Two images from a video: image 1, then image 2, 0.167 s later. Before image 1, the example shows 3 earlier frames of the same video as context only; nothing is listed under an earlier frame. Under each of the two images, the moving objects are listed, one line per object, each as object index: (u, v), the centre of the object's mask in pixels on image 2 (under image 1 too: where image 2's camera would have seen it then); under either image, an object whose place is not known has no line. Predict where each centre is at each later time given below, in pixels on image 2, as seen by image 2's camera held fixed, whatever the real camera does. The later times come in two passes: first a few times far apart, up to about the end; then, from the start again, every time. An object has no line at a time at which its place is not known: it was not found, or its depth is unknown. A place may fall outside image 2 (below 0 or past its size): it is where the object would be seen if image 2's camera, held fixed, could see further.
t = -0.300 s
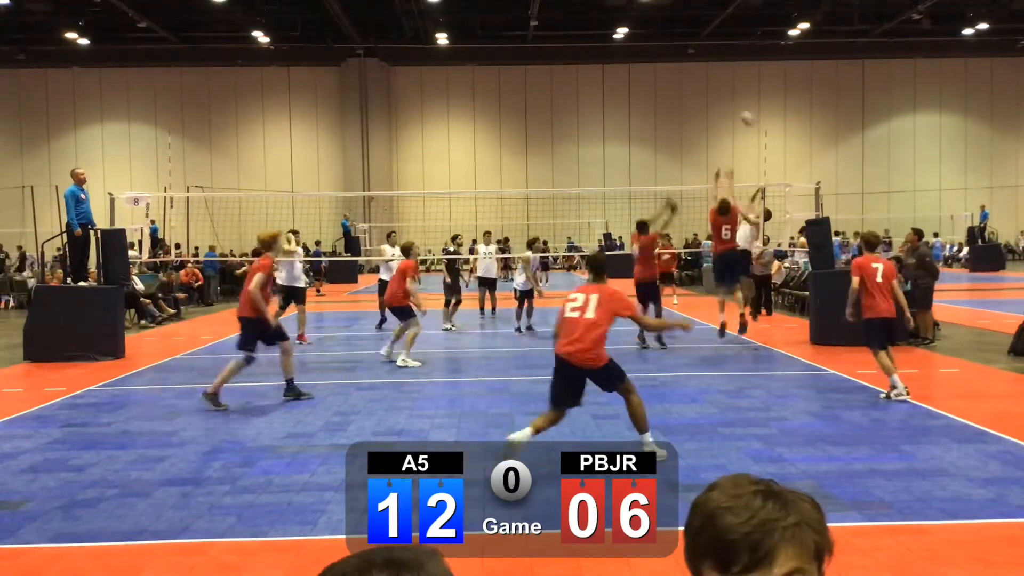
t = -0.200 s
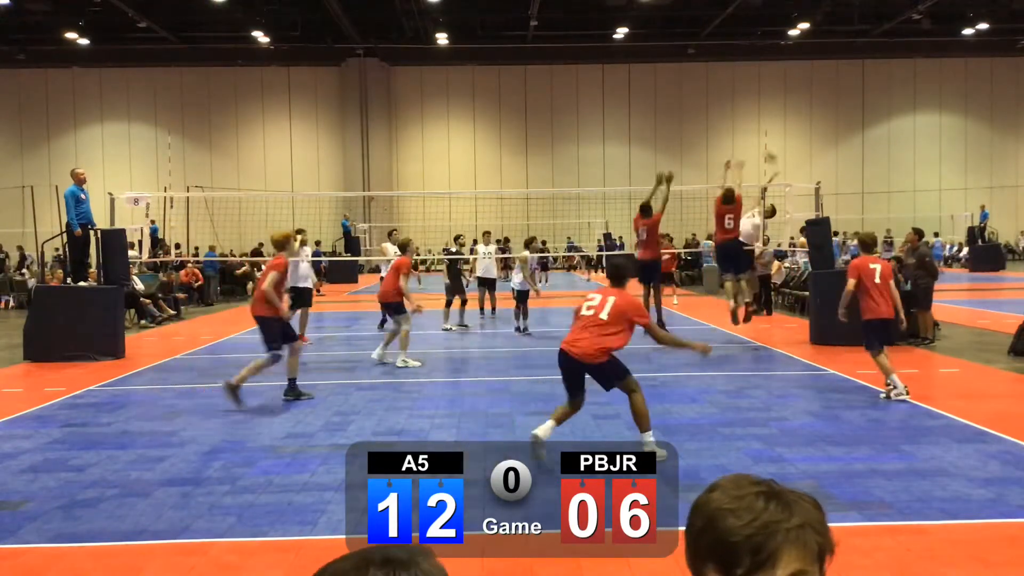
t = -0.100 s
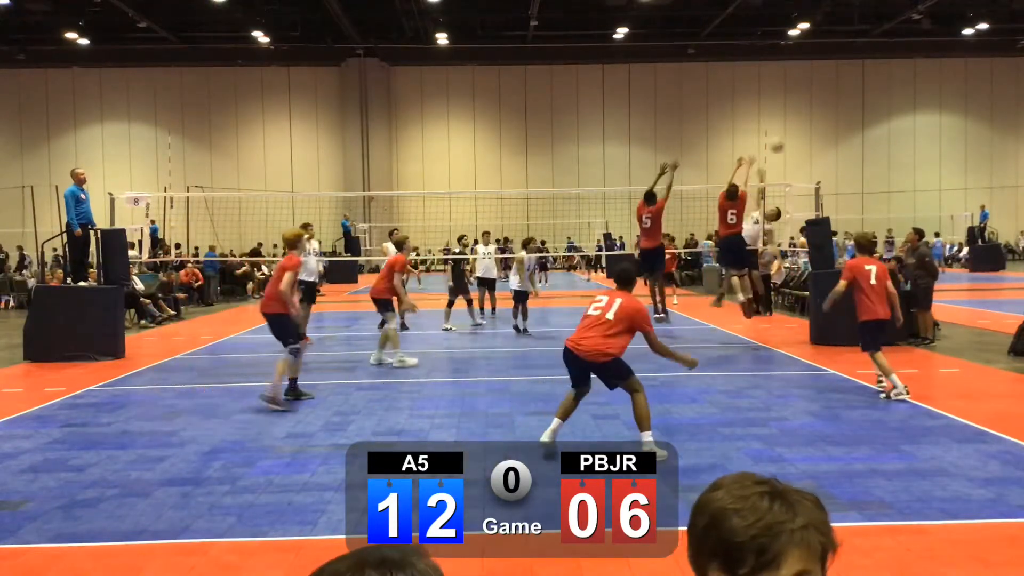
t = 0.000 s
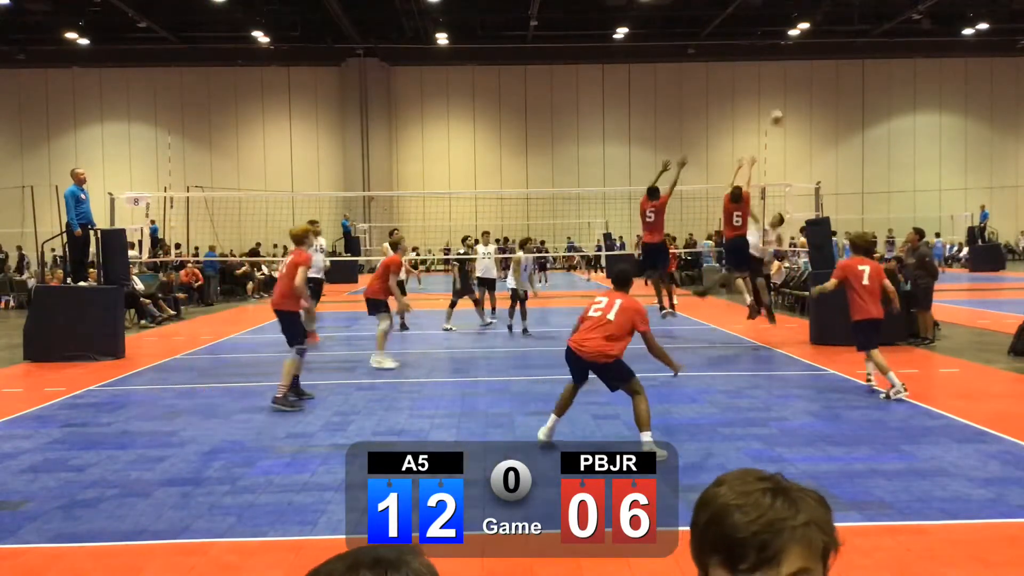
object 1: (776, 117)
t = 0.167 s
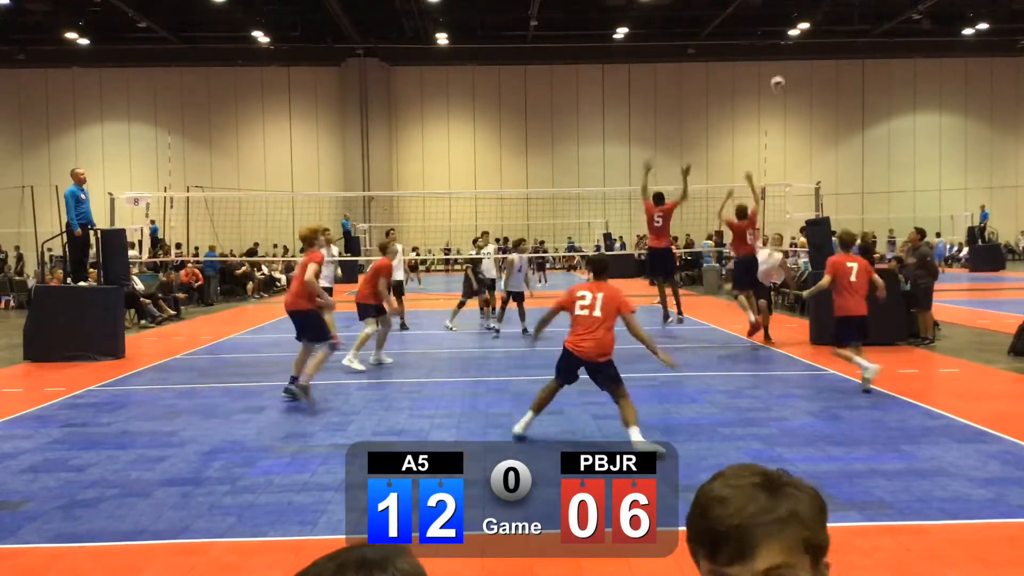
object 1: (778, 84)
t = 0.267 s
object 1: (778, 69)
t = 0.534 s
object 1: (784, 67)
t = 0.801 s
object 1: (790, 123)
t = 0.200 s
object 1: (778, 78)
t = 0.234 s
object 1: (778, 75)
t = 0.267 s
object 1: (778, 69)
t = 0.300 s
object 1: (779, 67)
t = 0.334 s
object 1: (780, 65)
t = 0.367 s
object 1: (780, 64)
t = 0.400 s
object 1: (781, 63)
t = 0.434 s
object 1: (781, 63)
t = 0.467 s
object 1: (782, 64)
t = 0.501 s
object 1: (783, 64)
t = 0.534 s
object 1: (784, 67)
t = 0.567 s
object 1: (784, 70)
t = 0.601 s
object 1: (784, 74)
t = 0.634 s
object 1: (785, 78)
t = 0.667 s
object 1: (786, 85)
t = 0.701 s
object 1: (787, 92)
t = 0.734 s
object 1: (788, 101)
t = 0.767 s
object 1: (789, 113)
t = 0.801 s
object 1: (790, 123)
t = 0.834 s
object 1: (791, 137)
